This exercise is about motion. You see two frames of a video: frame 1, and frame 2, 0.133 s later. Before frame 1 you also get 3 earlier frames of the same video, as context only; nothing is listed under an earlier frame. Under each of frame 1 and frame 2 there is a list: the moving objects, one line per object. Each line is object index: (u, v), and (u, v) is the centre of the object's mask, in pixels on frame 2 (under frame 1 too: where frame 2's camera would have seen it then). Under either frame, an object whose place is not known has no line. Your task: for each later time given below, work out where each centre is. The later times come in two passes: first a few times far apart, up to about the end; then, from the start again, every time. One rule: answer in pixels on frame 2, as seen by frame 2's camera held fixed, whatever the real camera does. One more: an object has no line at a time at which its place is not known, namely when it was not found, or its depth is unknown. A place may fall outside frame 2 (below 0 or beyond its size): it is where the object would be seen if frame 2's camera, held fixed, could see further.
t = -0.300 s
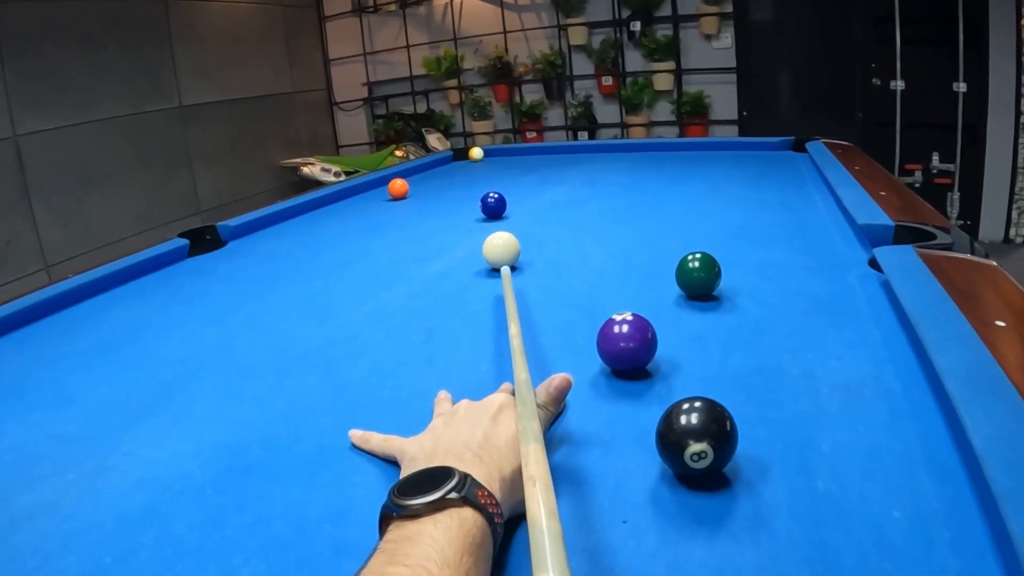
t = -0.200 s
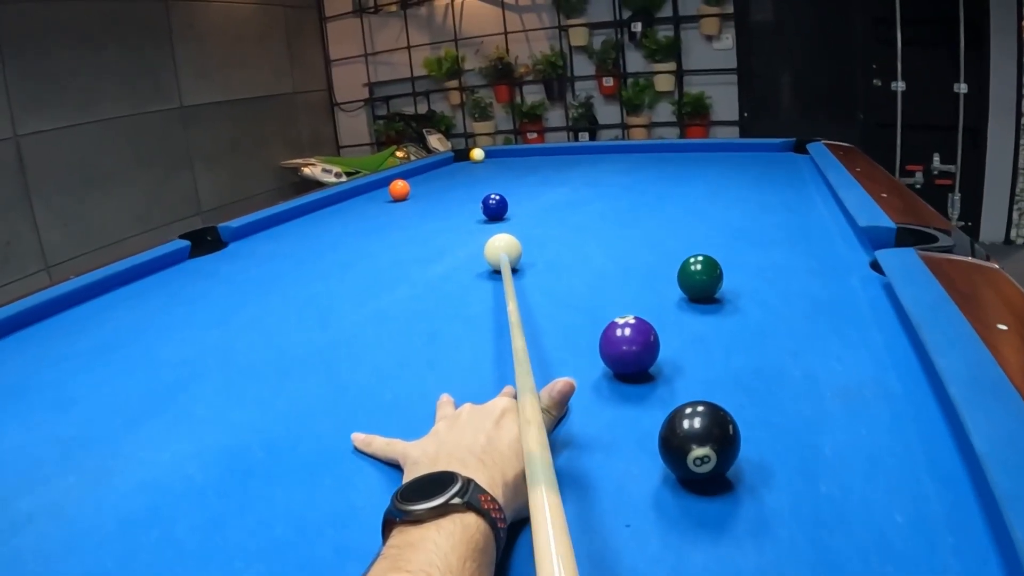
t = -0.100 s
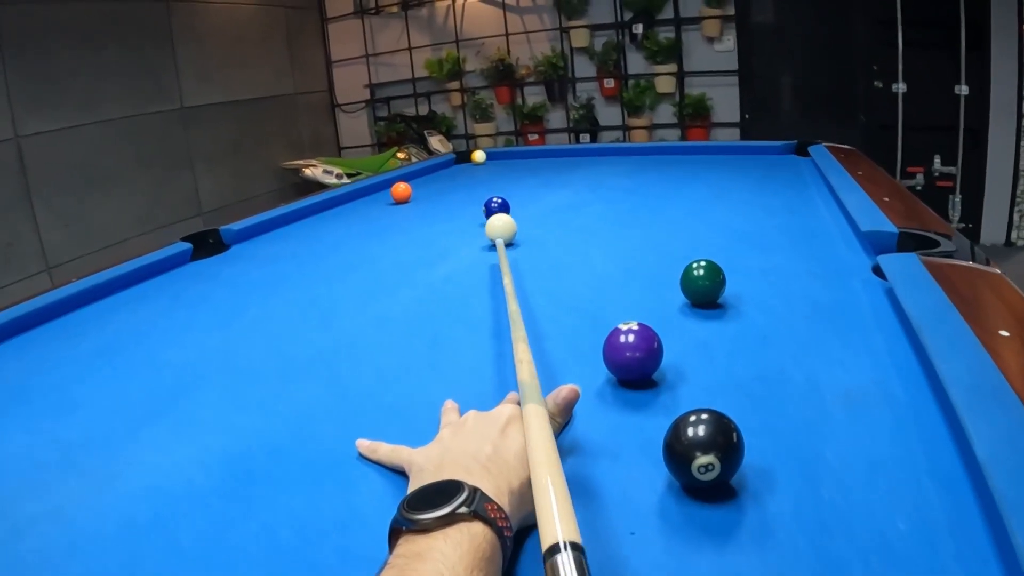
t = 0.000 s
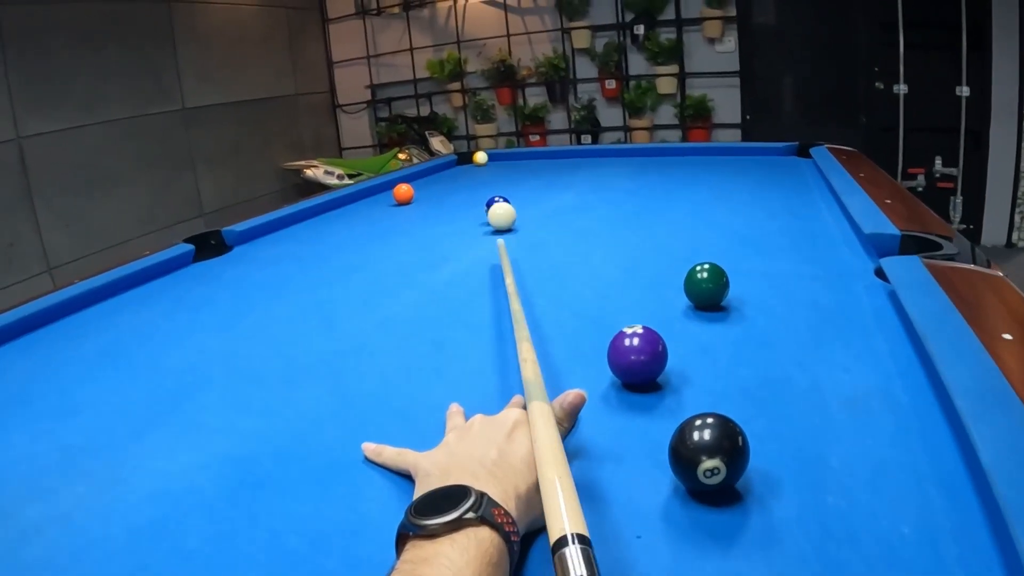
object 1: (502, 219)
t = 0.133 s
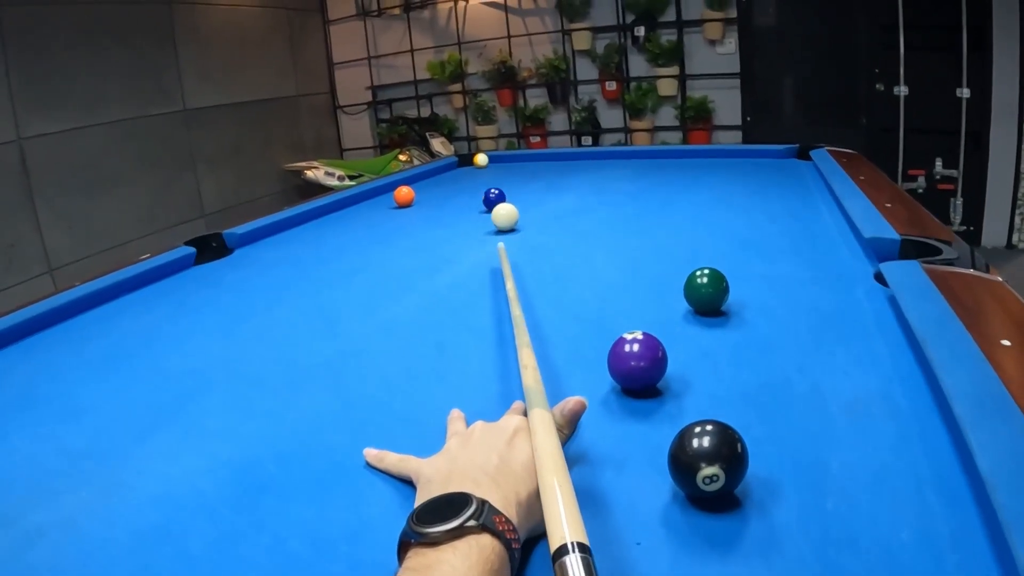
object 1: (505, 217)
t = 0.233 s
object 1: (507, 214)
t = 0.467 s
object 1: (510, 208)
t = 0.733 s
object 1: (513, 202)
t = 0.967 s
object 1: (515, 197)
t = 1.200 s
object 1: (516, 195)
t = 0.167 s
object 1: (506, 215)
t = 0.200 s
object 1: (506, 215)
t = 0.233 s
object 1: (507, 214)
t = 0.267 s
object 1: (507, 213)
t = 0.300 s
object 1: (508, 212)
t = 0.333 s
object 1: (508, 211)
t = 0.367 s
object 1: (509, 210)
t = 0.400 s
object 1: (509, 209)
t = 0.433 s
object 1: (510, 208)
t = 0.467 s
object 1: (510, 208)
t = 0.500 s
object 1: (510, 207)
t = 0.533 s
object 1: (511, 206)
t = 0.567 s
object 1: (511, 205)
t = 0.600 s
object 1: (512, 205)
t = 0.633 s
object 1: (512, 204)
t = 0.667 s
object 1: (512, 203)
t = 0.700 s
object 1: (513, 202)
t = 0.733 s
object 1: (513, 202)
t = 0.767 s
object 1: (513, 201)
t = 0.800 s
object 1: (514, 200)
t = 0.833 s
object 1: (514, 200)
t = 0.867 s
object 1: (514, 199)
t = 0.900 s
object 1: (515, 198)
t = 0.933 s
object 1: (515, 198)
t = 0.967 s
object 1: (515, 197)
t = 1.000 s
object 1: (516, 197)
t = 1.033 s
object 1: (516, 196)
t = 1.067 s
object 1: (516, 196)
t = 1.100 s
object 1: (516, 195)
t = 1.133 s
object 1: (516, 195)
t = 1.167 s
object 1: (516, 195)
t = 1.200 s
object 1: (516, 195)
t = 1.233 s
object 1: (516, 194)
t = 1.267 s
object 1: (517, 194)
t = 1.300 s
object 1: (517, 194)
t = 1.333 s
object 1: (517, 194)
